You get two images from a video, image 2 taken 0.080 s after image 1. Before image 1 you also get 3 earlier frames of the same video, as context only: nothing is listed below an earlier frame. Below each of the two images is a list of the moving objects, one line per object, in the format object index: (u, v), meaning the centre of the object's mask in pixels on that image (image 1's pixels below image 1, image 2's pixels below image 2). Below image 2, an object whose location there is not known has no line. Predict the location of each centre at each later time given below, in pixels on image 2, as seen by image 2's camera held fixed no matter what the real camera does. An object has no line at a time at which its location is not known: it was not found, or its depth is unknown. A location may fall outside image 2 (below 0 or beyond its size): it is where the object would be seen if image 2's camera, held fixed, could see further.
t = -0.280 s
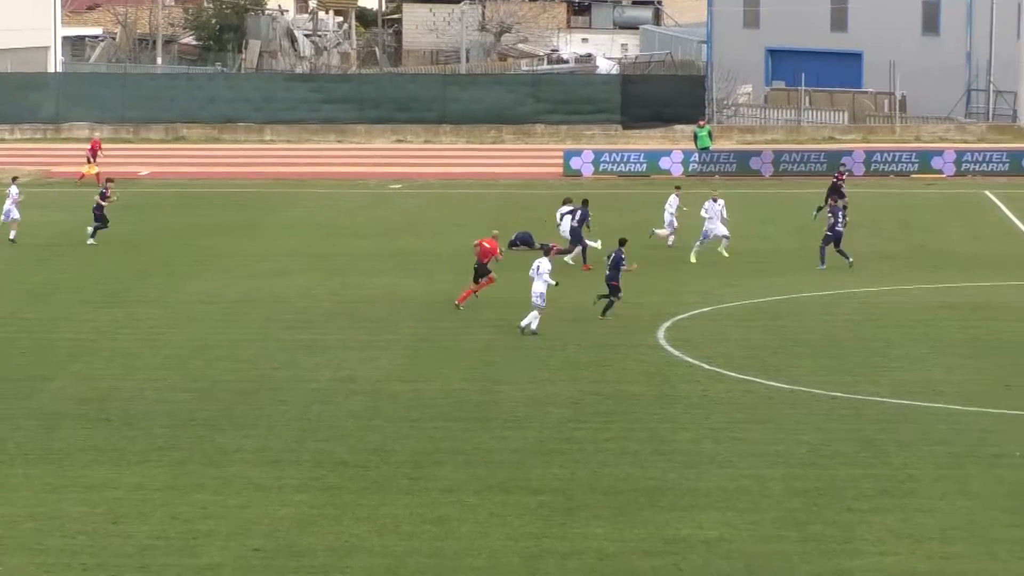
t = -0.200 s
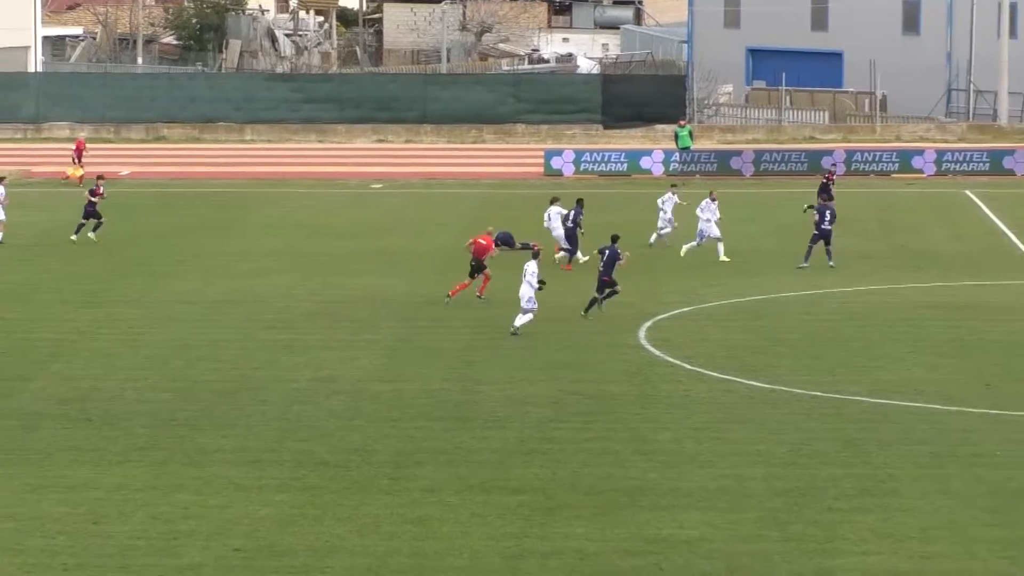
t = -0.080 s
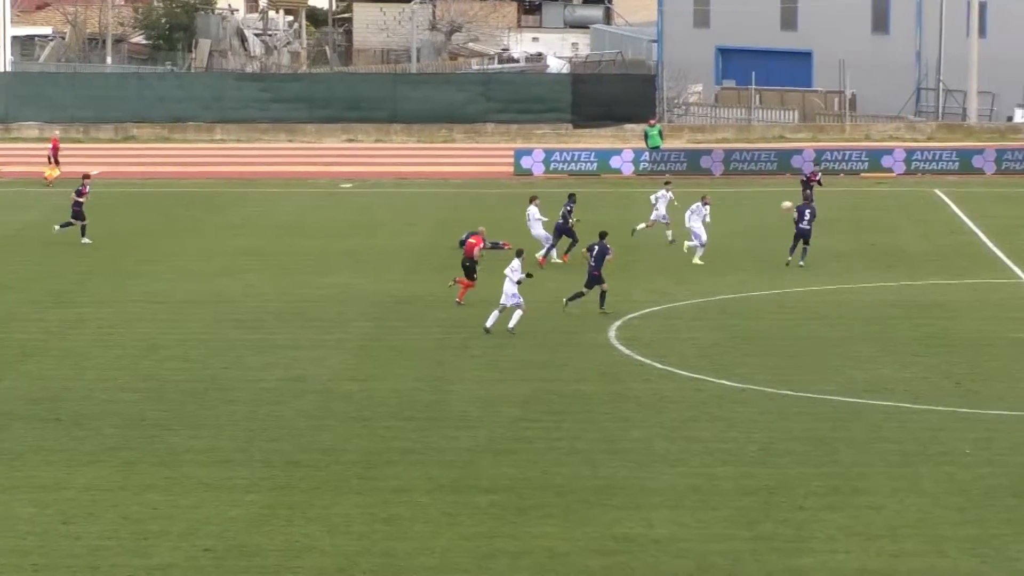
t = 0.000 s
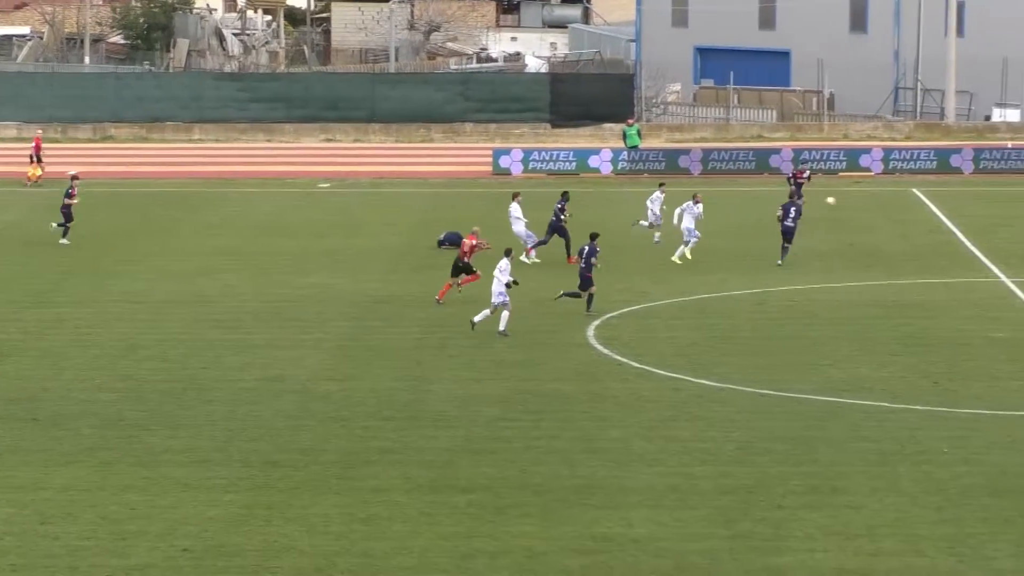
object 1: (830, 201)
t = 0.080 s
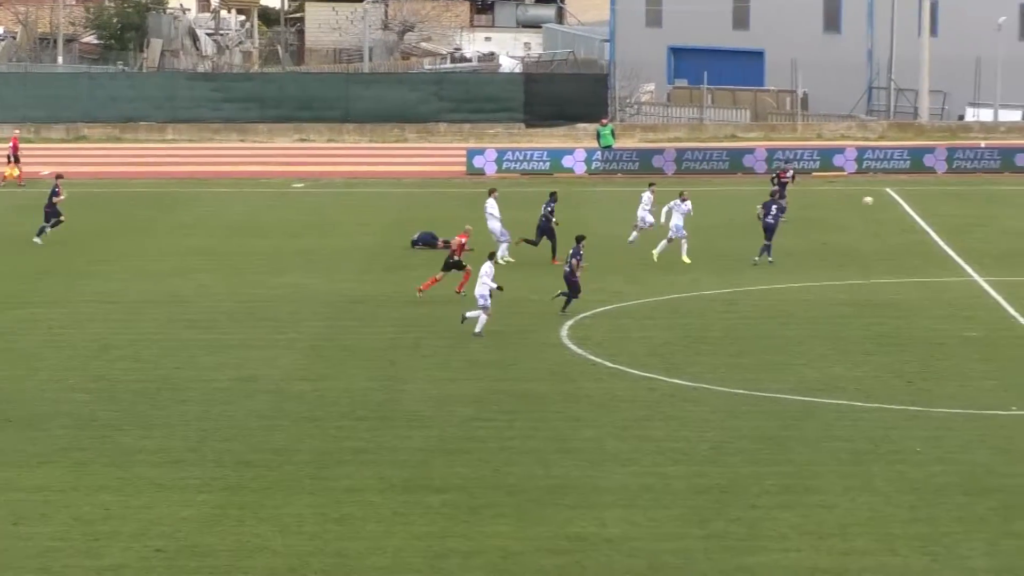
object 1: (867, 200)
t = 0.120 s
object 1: (891, 201)
